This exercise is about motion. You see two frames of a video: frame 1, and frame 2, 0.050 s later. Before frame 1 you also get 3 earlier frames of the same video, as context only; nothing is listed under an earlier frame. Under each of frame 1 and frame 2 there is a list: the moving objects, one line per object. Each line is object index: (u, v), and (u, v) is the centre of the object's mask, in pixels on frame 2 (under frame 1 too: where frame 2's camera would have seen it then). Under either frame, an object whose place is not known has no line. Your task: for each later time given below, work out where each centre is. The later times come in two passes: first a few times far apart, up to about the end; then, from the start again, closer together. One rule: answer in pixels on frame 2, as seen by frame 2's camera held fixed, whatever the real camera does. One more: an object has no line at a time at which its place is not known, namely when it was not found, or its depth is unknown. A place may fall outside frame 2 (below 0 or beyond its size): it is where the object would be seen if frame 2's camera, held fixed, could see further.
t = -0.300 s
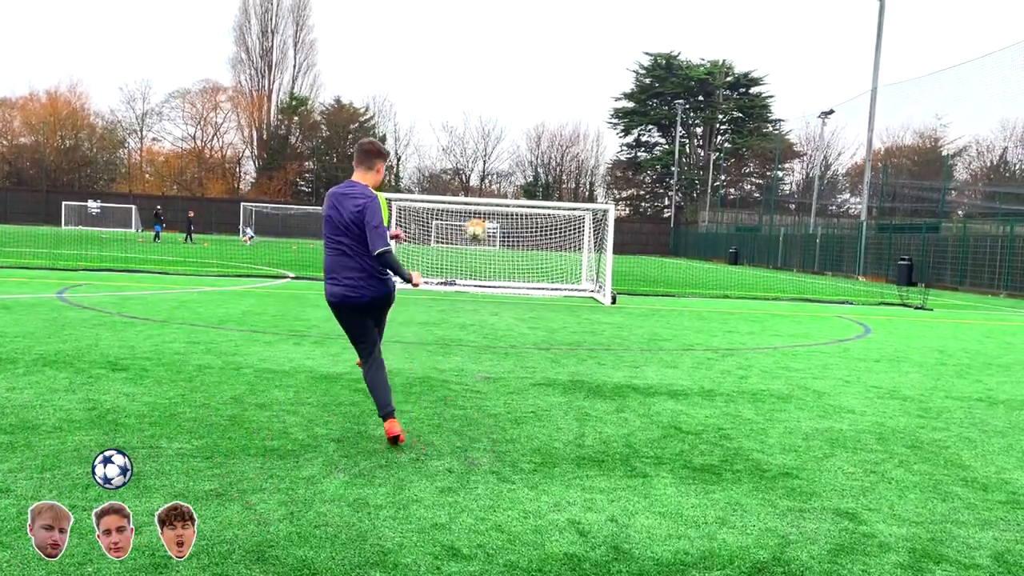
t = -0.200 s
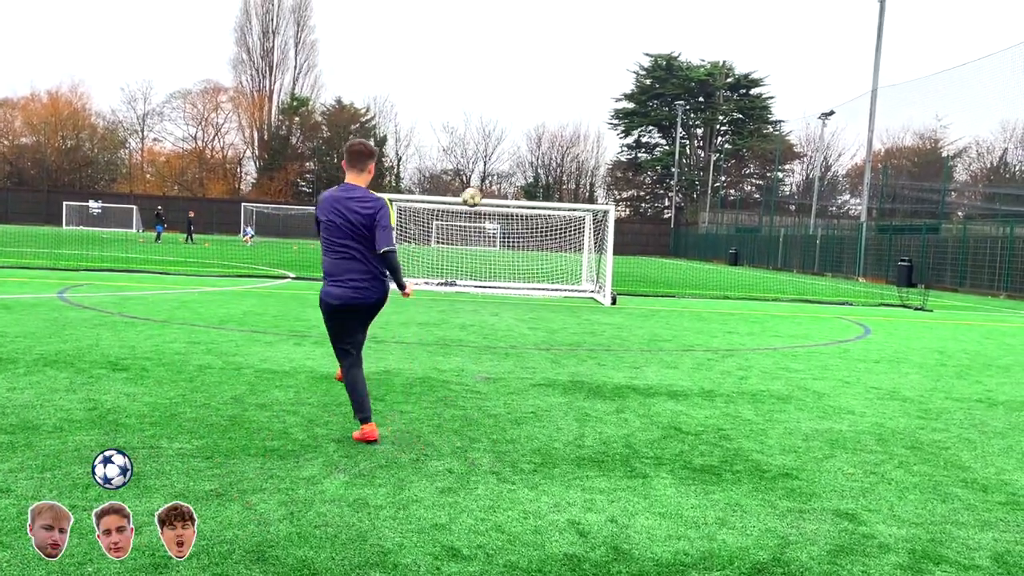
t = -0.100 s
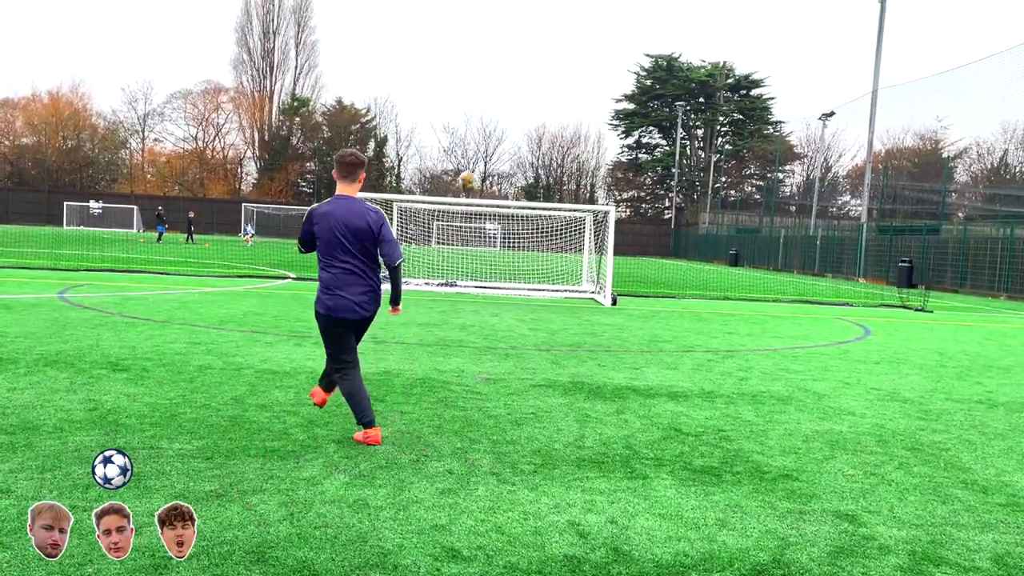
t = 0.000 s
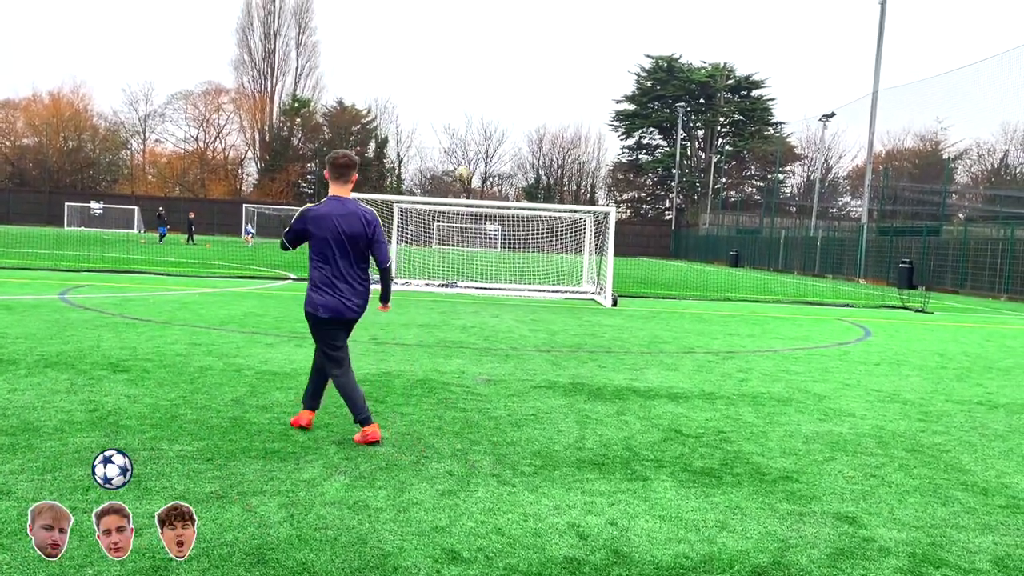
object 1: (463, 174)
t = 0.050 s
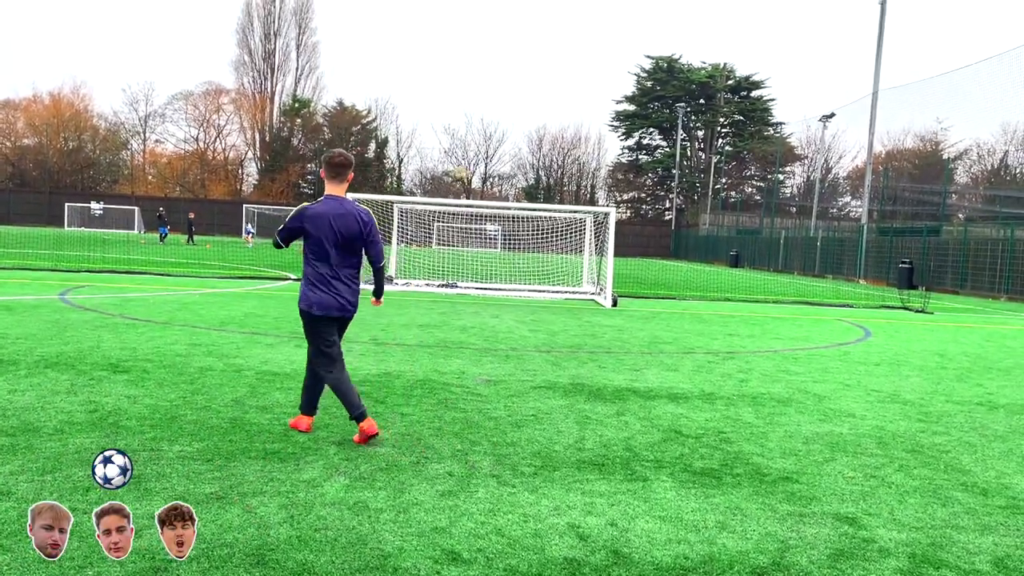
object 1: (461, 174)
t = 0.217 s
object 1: (452, 179)
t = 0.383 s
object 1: (442, 192)
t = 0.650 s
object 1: (432, 121)
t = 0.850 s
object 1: (425, 87)
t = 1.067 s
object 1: (415, 75)
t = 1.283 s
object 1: (404, 93)
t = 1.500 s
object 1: (393, 146)
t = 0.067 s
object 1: (459, 174)
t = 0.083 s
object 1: (459, 174)
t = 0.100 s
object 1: (460, 174)
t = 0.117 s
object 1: (461, 174)
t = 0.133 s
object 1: (457, 175)
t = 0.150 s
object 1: (457, 175)
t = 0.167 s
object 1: (457, 175)
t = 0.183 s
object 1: (452, 177)
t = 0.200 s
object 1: (452, 178)
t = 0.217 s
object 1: (452, 179)
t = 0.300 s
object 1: (446, 188)
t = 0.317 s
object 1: (445, 191)
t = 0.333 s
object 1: (444, 193)
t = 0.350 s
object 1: (443, 195)
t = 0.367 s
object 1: (442, 197)
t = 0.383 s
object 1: (442, 192)
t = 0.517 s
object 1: (437, 154)
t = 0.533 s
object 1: (437, 149)
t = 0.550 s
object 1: (437, 144)
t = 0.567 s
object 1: (436, 140)
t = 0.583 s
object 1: (436, 136)
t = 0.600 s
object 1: (435, 132)
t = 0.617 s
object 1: (434, 128)
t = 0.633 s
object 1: (433, 125)
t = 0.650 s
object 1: (432, 121)
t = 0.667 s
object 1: (432, 118)
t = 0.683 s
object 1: (431, 114)
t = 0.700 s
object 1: (430, 111)
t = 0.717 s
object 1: (430, 108)
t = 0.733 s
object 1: (429, 105)
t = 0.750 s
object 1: (429, 102)
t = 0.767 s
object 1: (428, 99)
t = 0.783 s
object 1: (428, 96)
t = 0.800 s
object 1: (427, 93)
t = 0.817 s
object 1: (426, 91)
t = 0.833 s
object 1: (426, 88)
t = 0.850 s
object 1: (425, 87)
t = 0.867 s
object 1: (424, 85)
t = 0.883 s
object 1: (423, 84)
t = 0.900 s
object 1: (422, 82)
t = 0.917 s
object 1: (422, 81)
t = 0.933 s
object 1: (421, 79)
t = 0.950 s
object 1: (420, 78)
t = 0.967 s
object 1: (419, 78)
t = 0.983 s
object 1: (419, 77)
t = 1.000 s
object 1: (418, 77)
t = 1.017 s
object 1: (417, 75)
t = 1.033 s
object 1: (416, 75)
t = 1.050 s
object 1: (416, 75)
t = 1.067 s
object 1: (415, 75)
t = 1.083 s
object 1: (414, 75)
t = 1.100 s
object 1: (413, 75)
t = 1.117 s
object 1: (412, 76)
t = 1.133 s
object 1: (411, 77)
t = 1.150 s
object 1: (411, 79)
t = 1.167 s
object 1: (410, 79)
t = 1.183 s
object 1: (409, 81)
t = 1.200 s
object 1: (408, 83)
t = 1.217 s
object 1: (407, 85)
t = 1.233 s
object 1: (406, 86)
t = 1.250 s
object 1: (405, 88)
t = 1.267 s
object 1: (405, 91)
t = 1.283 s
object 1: (404, 93)
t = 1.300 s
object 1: (403, 95)
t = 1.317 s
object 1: (402, 98)
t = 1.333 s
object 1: (401, 102)
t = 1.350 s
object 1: (400, 105)
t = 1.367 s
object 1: (400, 109)
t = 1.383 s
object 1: (399, 113)
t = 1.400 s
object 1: (398, 117)
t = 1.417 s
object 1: (396, 121)
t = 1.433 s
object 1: (397, 127)
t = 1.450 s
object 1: (396, 131)
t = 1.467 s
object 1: (395, 137)
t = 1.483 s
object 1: (394, 142)
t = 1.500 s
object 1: (393, 146)
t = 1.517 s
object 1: (392, 152)
